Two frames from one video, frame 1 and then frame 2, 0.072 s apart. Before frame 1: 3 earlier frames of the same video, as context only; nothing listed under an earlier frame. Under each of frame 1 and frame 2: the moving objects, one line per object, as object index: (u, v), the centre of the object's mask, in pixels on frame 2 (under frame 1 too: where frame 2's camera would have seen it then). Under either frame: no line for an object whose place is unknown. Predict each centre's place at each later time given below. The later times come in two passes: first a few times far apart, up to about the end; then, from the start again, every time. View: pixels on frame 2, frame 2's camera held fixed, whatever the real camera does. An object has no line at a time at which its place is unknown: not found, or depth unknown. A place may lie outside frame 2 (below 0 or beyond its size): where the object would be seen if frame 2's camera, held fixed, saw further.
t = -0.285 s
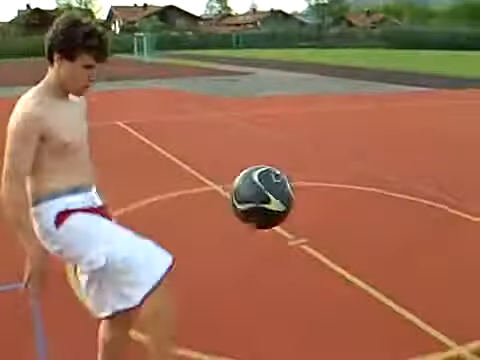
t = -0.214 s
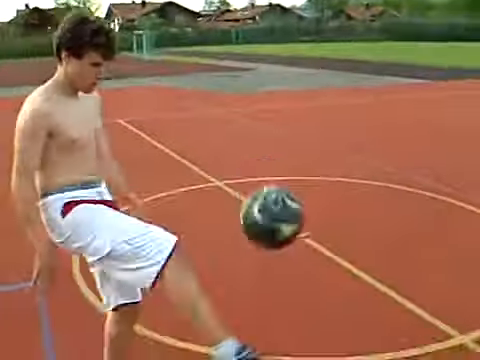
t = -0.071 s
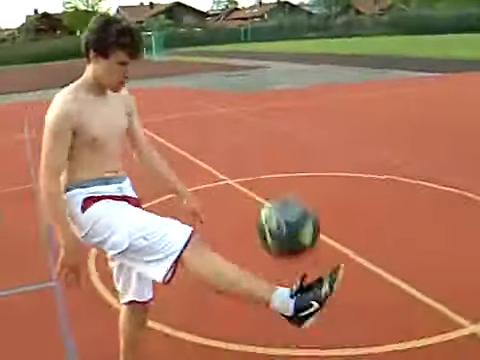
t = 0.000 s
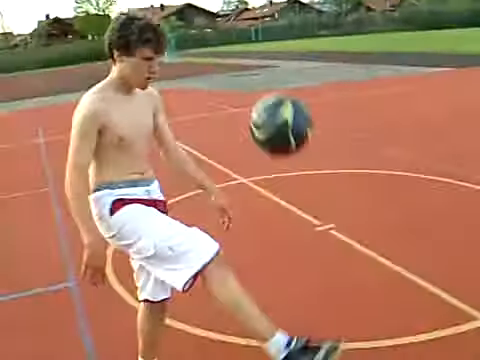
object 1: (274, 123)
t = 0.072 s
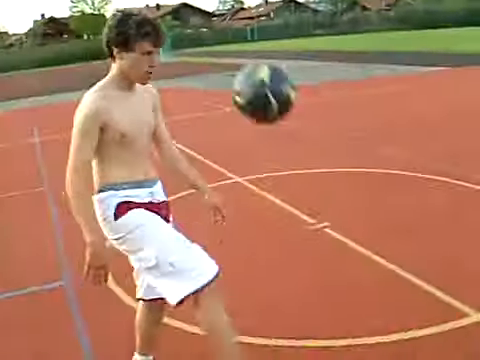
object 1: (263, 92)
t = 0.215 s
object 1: (242, 70)
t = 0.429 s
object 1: (222, 127)
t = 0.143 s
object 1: (253, 74)
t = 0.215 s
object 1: (242, 70)
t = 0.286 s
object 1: (234, 79)
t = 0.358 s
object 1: (229, 98)
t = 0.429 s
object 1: (222, 127)
